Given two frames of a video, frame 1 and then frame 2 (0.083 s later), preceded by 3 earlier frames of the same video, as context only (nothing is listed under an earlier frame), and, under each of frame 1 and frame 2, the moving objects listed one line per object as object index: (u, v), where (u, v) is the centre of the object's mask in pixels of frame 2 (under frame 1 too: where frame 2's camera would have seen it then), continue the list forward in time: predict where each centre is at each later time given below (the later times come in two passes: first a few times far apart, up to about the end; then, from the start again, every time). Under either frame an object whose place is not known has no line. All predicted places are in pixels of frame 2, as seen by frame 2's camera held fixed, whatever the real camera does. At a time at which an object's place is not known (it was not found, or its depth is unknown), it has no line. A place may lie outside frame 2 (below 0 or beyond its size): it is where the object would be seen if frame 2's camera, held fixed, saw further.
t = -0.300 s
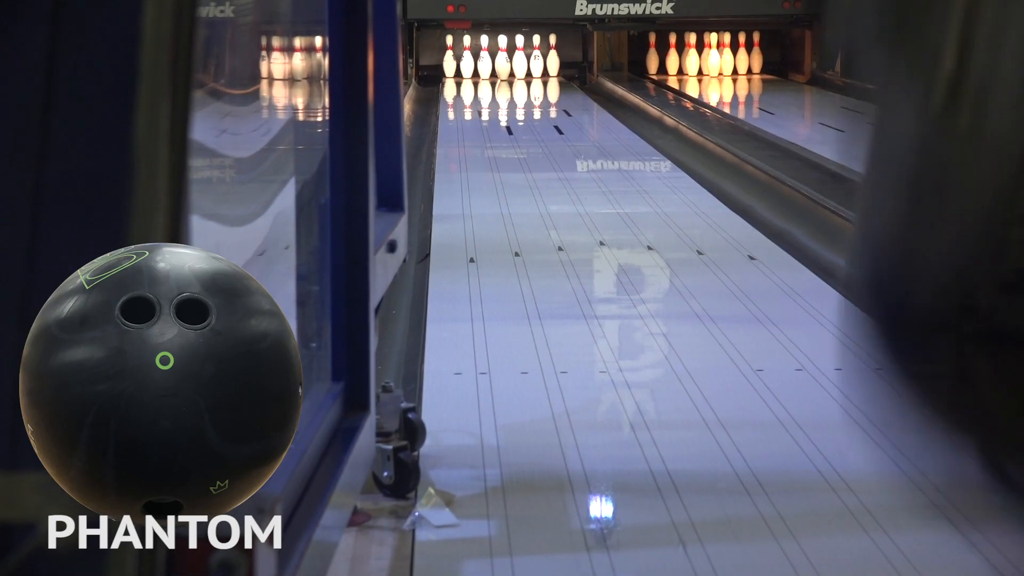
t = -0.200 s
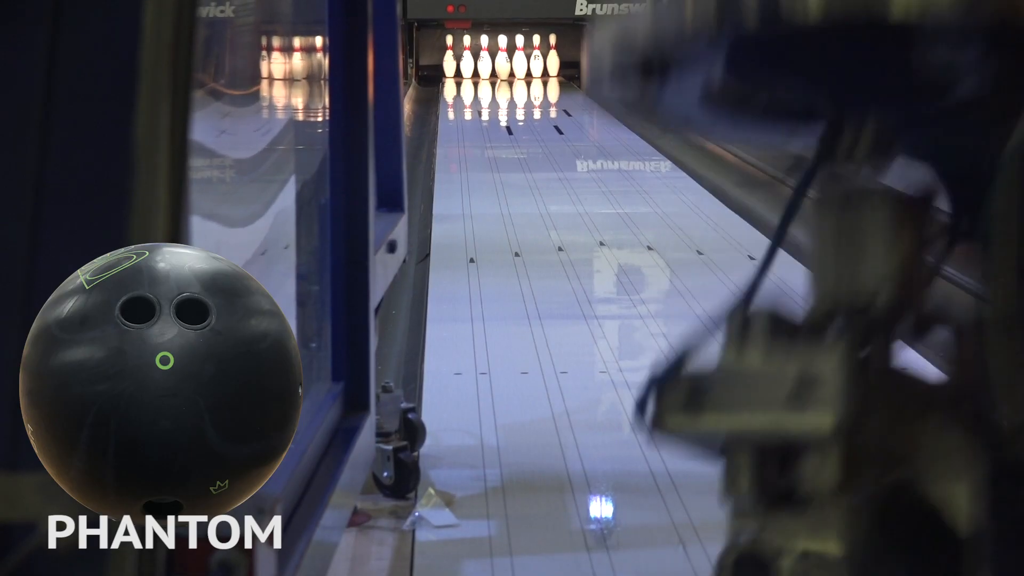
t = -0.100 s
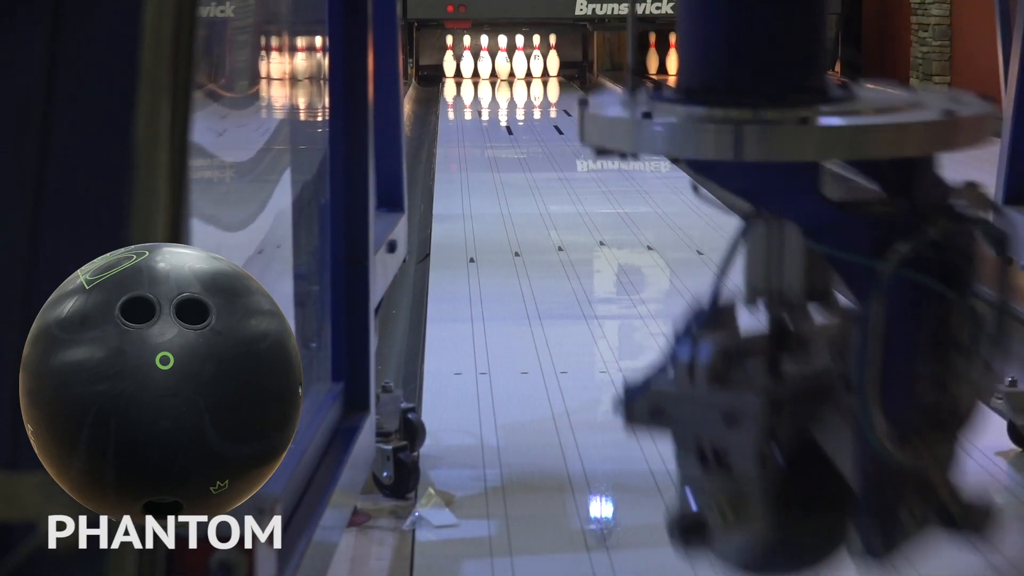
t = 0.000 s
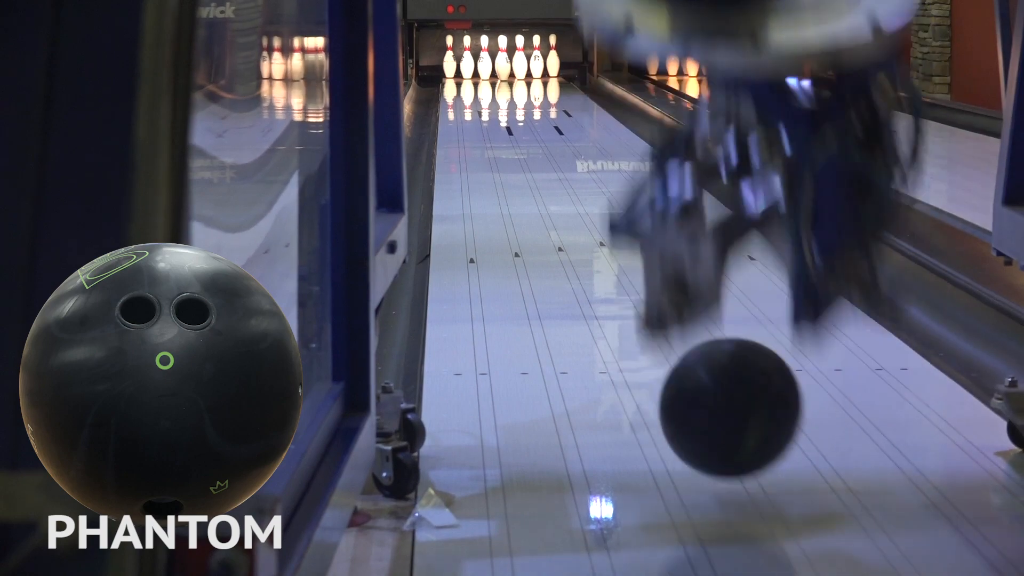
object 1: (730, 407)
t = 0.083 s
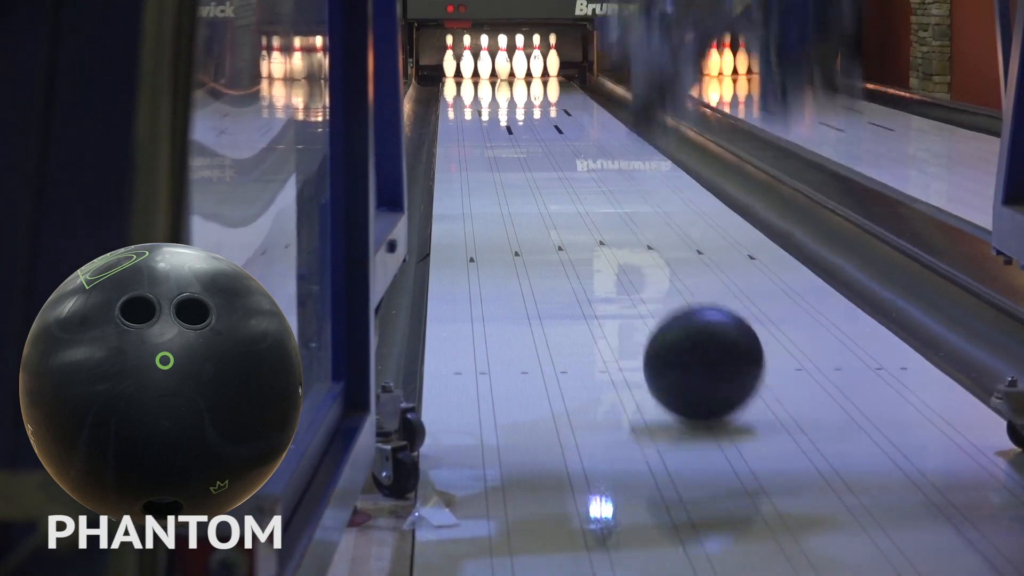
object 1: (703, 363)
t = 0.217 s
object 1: (675, 293)
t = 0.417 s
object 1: (646, 224)
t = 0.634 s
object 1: (626, 177)
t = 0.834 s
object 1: (613, 147)
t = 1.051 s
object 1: (601, 124)
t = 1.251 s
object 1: (592, 108)
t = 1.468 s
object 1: (581, 96)
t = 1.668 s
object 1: (568, 86)
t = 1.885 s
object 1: (552, 78)
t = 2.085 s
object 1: (534, 72)
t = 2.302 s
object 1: (516, 67)
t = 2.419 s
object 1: (515, 66)
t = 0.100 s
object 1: (699, 353)
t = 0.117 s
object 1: (695, 345)
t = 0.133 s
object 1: (691, 335)
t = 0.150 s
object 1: (688, 325)
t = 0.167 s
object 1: (684, 317)
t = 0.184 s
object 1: (681, 309)
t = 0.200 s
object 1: (678, 300)
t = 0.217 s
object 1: (675, 293)
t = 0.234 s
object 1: (671, 286)
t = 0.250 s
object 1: (669, 279)
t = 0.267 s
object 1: (666, 273)
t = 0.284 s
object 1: (664, 267)
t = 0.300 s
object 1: (661, 260)
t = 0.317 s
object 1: (659, 254)
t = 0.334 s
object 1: (657, 249)
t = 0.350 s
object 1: (654, 244)
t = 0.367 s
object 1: (652, 238)
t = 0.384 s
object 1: (650, 233)
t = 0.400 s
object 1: (648, 229)
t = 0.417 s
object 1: (646, 224)
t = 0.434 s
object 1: (644, 219)
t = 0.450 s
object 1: (643, 216)
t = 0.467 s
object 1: (641, 211)
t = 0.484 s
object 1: (639, 208)
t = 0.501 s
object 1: (638, 204)
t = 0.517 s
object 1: (636, 200)
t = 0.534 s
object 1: (635, 197)
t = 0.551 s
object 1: (633, 194)
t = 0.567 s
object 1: (632, 190)
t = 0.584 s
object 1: (630, 187)
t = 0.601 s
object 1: (629, 184)
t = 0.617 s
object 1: (628, 181)
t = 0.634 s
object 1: (626, 177)
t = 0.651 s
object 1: (625, 174)
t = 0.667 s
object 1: (624, 171)
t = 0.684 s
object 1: (623, 168)
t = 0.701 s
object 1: (622, 166)
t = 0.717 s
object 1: (620, 163)
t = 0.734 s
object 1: (619, 161)
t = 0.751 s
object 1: (618, 158)
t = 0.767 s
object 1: (617, 156)
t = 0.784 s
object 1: (616, 154)
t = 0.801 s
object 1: (615, 151)
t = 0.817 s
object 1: (614, 149)
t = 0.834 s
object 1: (613, 147)
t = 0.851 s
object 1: (612, 145)
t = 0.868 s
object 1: (611, 143)
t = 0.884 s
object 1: (610, 141)
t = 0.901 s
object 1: (609, 139)
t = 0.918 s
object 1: (608, 137)
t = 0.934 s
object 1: (607, 136)
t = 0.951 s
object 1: (606, 134)
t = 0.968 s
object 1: (605, 132)
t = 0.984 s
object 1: (605, 131)
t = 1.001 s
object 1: (604, 129)
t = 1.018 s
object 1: (603, 127)
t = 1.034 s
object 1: (602, 126)
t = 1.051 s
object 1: (601, 124)
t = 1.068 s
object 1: (600, 123)
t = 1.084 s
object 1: (600, 121)
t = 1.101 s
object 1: (599, 120)
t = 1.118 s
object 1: (598, 119)
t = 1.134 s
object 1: (597, 117)
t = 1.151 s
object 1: (597, 116)
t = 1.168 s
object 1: (596, 115)
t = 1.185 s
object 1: (595, 113)
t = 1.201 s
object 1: (594, 112)
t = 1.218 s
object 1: (593, 111)
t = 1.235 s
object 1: (592, 110)
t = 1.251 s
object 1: (592, 108)
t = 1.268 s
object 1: (591, 107)
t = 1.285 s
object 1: (590, 106)
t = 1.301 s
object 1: (589, 105)
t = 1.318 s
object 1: (588, 104)
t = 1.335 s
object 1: (587, 103)
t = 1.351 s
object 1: (587, 102)
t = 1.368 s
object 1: (586, 101)
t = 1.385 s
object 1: (585, 100)
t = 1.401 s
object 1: (584, 99)
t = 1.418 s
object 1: (583, 98)
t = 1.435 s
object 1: (583, 97)
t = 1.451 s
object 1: (582, 96)
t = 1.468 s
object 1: (581, 96)
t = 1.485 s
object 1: (580, 95)
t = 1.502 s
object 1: (579, 94)
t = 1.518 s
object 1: (578, 93)
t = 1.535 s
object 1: (576, 92)
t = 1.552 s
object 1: (576, 91)
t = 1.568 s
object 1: (575, 91)
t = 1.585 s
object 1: (574, 90)
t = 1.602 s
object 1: (573, 89)
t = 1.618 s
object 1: (572, 88)
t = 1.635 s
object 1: (570, 88)
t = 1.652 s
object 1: (570, 87)
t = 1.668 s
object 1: (568, 86)
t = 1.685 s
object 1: (568, 86)
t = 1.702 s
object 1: (566, 85)
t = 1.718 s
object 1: (565, 84)
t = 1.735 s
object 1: (564, 84)
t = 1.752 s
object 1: (562, 83)
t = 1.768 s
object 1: (561, 83)
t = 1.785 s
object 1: (560, 82)
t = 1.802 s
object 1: (559, 81)
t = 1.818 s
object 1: (557, 81)
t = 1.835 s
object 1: (556, 80)
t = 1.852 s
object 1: (555, 79)
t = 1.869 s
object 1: (554, 79)
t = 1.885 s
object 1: (552, 78)
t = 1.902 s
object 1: (550, 78)
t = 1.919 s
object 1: (549, 77)
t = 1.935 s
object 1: (548, 77)
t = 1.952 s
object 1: (546, 76)
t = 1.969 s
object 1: (545, 76)
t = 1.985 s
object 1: (543, 75)
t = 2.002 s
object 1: (541, 75)
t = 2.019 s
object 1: (540, 74)
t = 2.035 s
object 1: (539, 73)
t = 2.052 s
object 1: (537, 73)
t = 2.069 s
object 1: (535, 73)
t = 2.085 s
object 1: (534, 72)
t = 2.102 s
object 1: (532, 72)
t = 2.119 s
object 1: (530, 71)
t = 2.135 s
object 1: (528, 71)
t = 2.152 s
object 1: (527, 71)
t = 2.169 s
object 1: (525, 70)
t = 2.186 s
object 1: (523, 70)
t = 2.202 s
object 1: (521, 69)
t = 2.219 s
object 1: (520, 69)
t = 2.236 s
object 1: (518, 69)
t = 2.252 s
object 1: (517, 68)
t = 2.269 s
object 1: (515, 68)
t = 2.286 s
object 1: (515, 67)
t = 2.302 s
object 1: (516, 67)
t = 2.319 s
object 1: (516, 67)
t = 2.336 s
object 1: (515, 67)
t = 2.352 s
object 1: (515, 67)
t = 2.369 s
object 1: (515, 67)
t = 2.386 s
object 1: (514, 66)
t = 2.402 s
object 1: (514, 66)
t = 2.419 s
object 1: (515, 66)
